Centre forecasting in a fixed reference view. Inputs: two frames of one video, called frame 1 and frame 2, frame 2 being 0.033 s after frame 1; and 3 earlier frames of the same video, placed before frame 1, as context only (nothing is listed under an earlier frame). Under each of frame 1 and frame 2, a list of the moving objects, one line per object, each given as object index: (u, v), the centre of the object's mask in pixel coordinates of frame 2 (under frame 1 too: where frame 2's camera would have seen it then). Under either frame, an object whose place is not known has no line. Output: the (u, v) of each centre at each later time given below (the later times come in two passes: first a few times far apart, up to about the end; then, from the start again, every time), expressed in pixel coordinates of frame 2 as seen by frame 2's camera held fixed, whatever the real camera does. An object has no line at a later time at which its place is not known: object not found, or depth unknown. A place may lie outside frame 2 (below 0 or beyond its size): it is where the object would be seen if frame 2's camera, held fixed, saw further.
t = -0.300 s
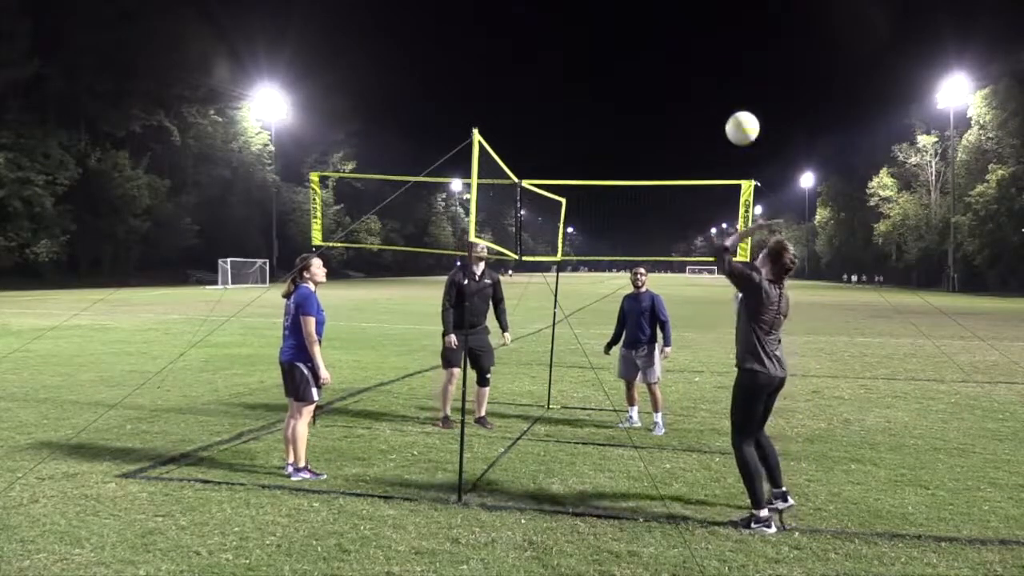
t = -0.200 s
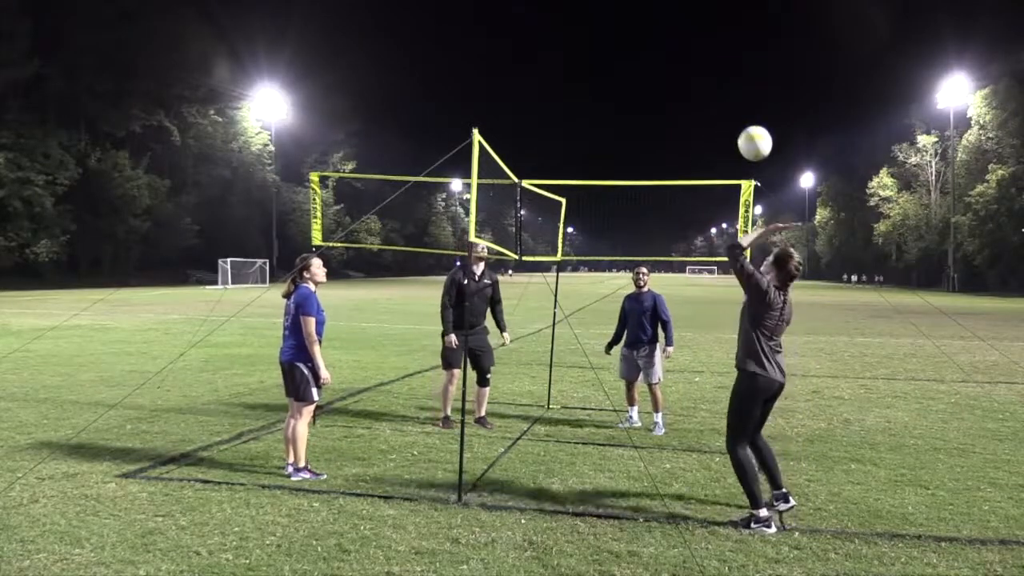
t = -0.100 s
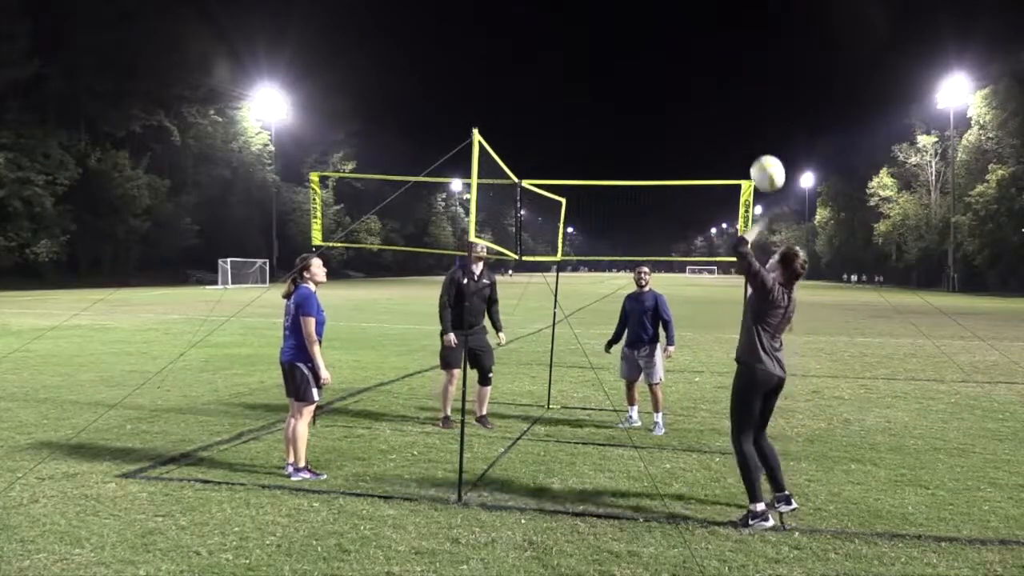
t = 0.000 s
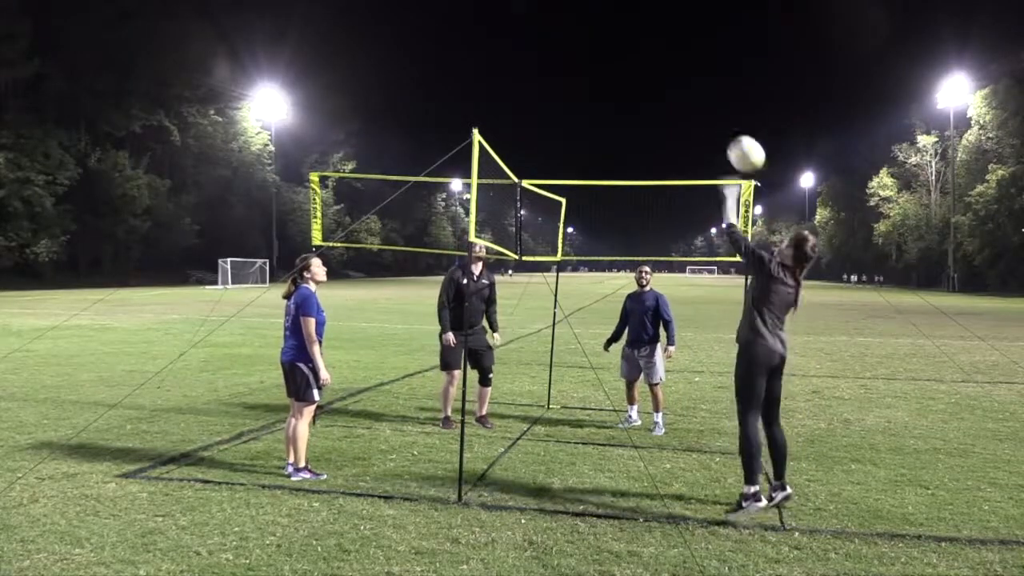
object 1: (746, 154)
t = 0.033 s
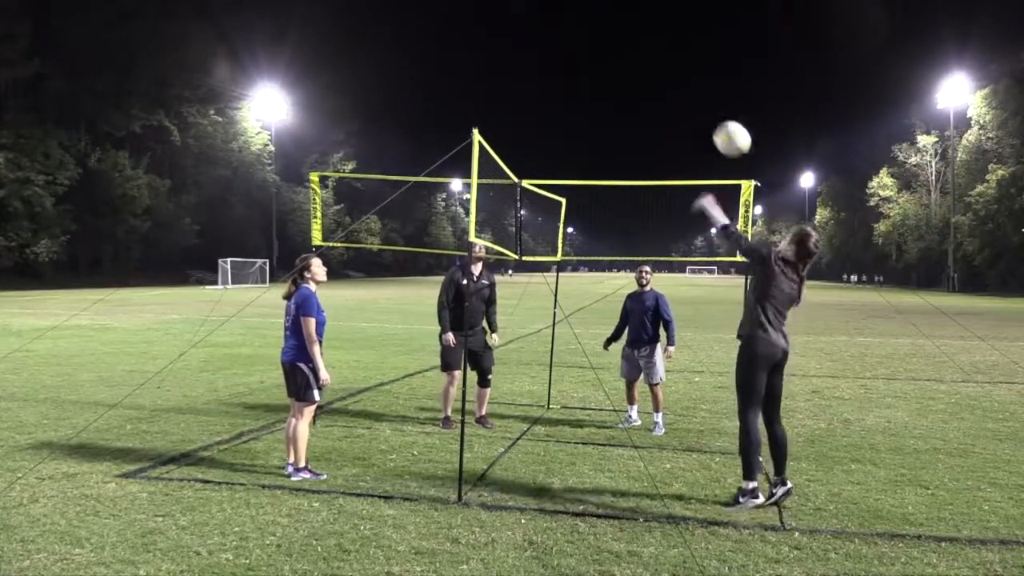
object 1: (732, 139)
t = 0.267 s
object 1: (646, 83)
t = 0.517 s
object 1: (571, 105)
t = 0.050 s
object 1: (725, 132)
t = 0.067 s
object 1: (718, 126)
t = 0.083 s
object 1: (712, 120)
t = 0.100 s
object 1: (706, 114)
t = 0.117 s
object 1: (699, 109)
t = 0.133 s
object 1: (693, 105)
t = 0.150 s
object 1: (687, 101)
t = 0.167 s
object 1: (681, 97)
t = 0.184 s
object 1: (675, 94)
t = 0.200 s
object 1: (668, 91)
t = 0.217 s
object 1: (663, 89)
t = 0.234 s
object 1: (657, 87)
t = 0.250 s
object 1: (651, 85)
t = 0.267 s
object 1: (646, 83)
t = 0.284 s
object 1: (640, 82)
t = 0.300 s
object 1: (635, 82)
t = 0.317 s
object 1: (630, 82)
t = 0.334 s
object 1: (625, 82)
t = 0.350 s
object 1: (619, 83)
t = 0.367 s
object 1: (615, 83)
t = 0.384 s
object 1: (609, 85)
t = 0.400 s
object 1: (604, 86)
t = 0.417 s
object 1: (599, 88)
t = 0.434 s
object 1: (594, 90)
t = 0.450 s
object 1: (590, 92)
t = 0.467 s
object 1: (585, 95)
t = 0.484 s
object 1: (580, 98)
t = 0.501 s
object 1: (576, 101)
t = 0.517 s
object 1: (571, 105)
